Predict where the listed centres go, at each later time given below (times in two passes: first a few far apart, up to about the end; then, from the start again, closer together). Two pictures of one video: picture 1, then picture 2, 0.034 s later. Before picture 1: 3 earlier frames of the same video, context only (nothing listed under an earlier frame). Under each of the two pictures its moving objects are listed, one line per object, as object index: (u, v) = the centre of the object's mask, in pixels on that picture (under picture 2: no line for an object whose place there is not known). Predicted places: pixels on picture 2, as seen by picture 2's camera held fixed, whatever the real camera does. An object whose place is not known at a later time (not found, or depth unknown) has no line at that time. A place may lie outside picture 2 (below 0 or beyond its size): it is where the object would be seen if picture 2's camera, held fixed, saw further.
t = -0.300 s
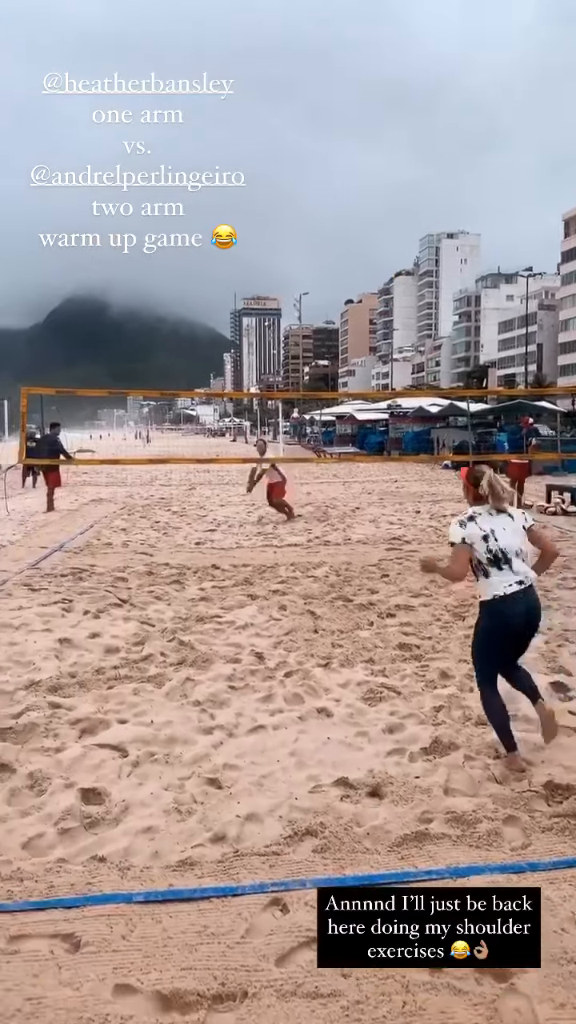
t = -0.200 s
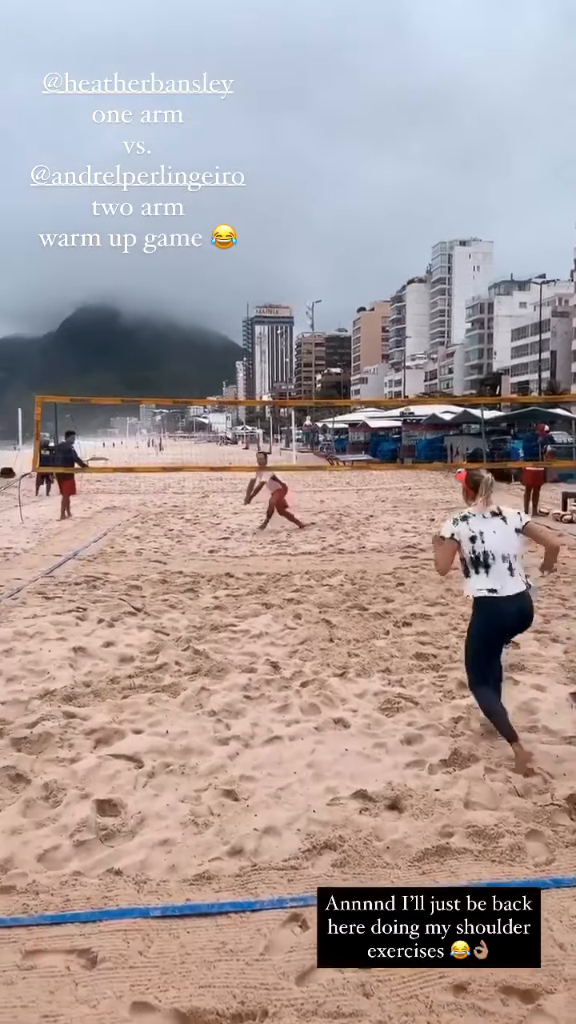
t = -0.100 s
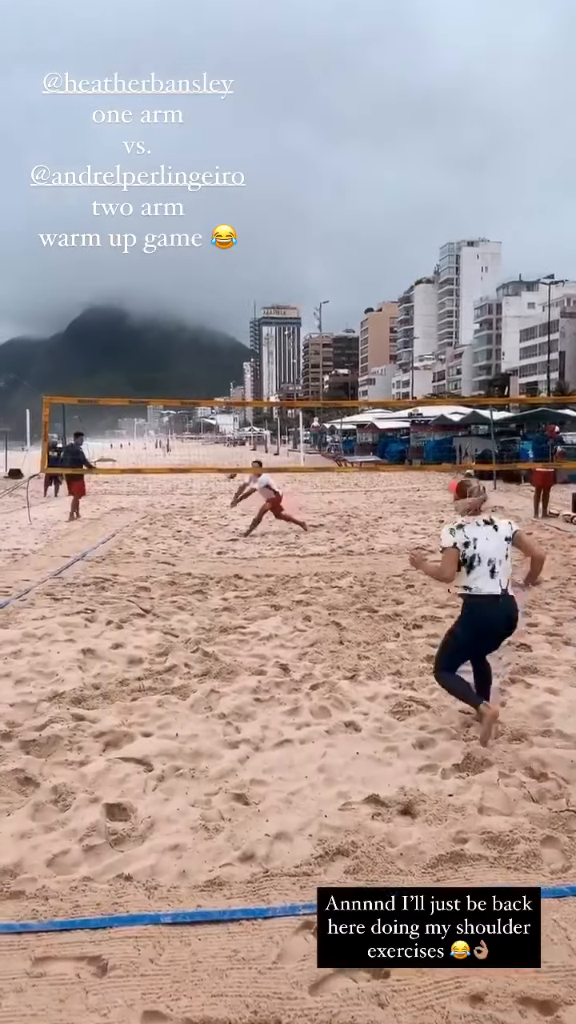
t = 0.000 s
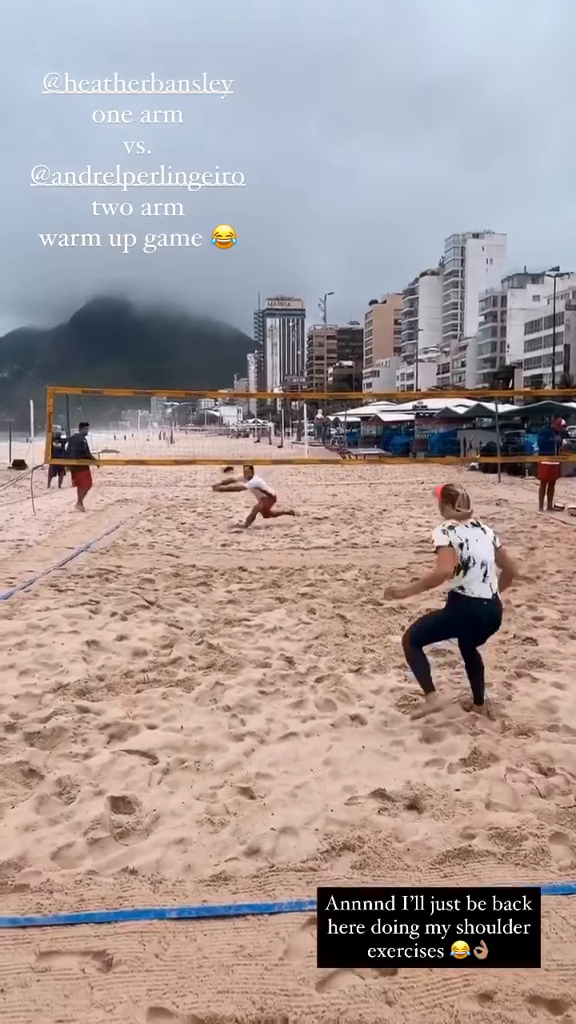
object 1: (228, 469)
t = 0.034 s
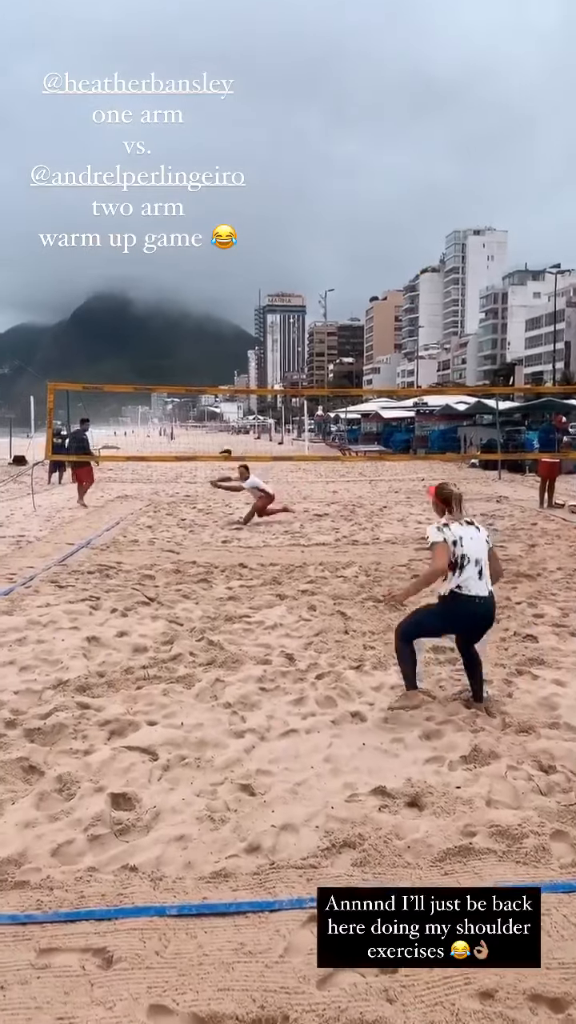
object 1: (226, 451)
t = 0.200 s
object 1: (213, 399)
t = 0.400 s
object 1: (202, 349)
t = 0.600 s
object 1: (187, 323)
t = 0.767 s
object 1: (175, 320)
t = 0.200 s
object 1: (213, 399)
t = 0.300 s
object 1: (208, 371)
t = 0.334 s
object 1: (205, 363)
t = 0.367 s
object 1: (203, 356)
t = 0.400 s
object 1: (202, 349)
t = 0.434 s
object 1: (198, 344)
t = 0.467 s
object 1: (196, 338)
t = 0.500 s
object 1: (194, 334)
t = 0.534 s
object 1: (192, 329)
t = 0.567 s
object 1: (190, 326)
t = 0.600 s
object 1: (187, 323)
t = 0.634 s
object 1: (185, 320)
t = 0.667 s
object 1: (183, 320)
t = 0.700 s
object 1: (180, 319)
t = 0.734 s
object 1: (178, 319)
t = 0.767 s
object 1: (175, 320)
